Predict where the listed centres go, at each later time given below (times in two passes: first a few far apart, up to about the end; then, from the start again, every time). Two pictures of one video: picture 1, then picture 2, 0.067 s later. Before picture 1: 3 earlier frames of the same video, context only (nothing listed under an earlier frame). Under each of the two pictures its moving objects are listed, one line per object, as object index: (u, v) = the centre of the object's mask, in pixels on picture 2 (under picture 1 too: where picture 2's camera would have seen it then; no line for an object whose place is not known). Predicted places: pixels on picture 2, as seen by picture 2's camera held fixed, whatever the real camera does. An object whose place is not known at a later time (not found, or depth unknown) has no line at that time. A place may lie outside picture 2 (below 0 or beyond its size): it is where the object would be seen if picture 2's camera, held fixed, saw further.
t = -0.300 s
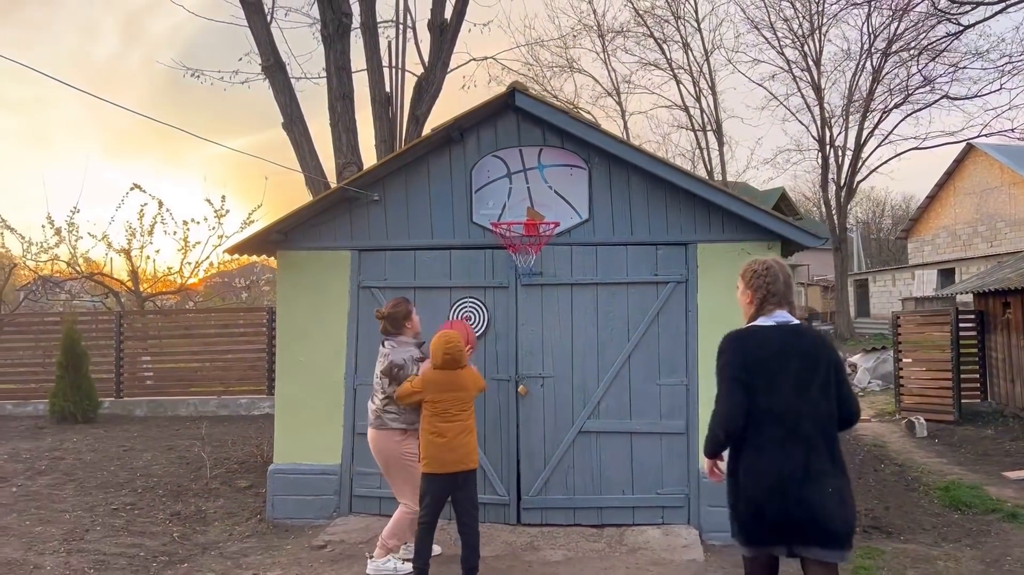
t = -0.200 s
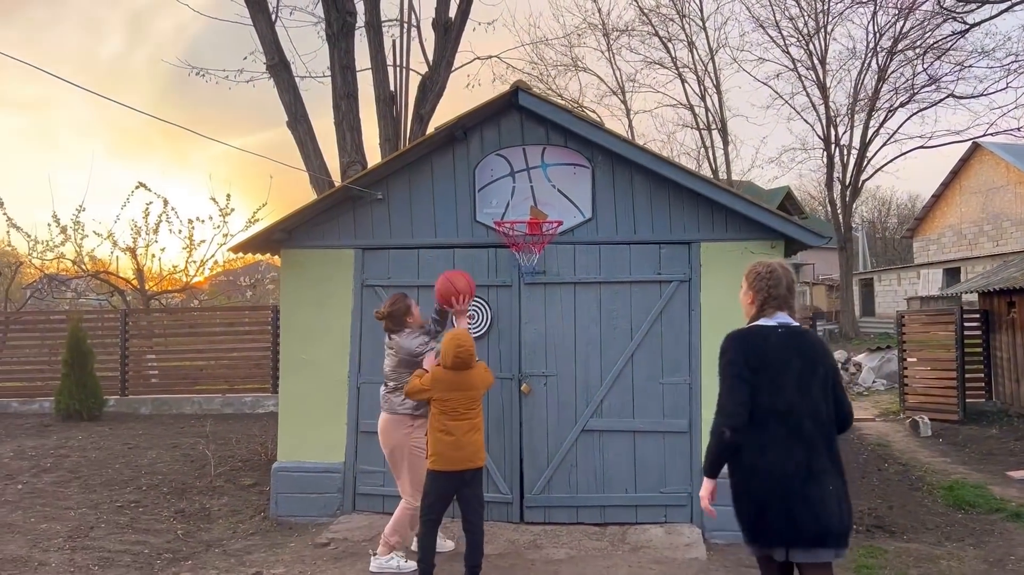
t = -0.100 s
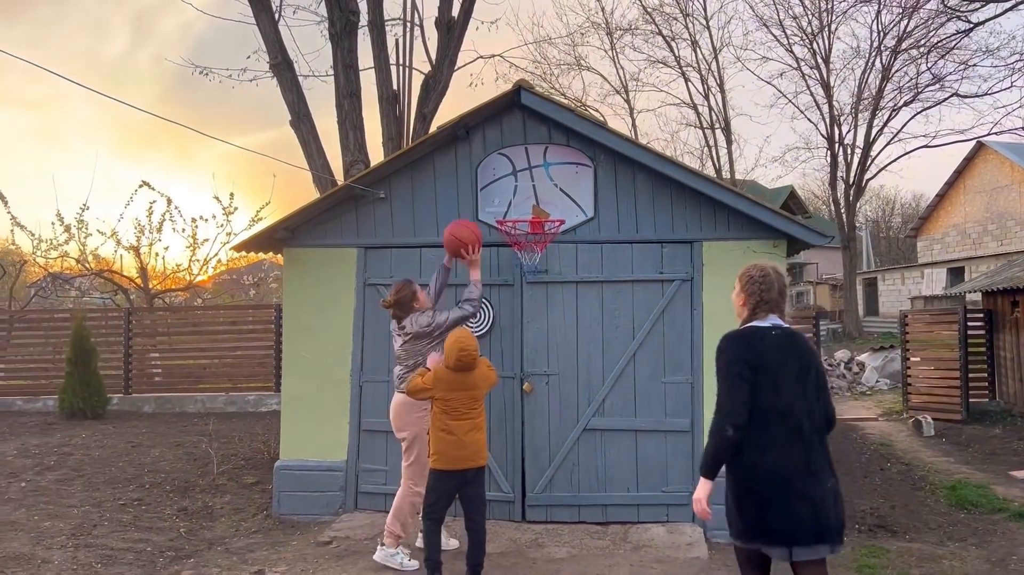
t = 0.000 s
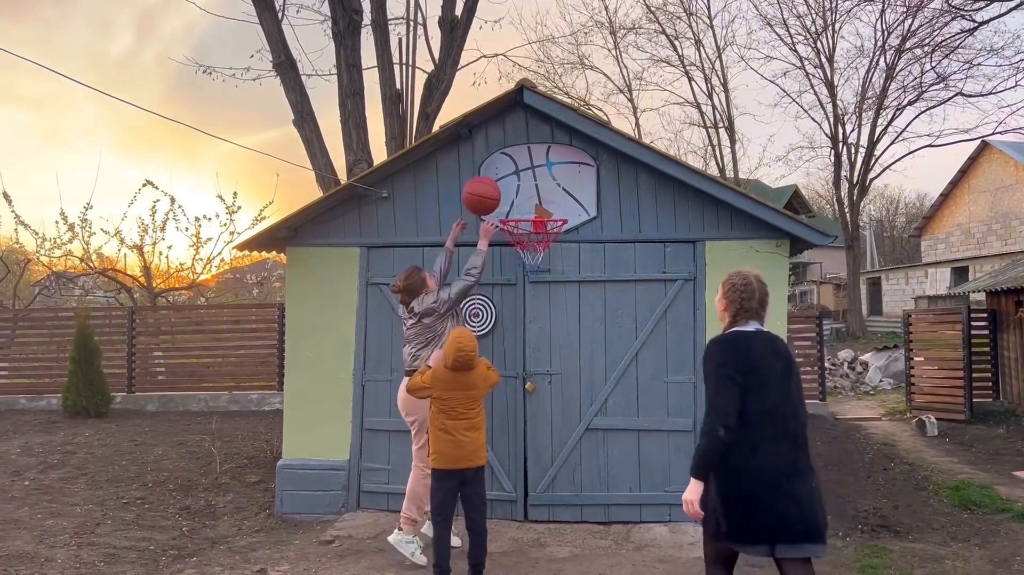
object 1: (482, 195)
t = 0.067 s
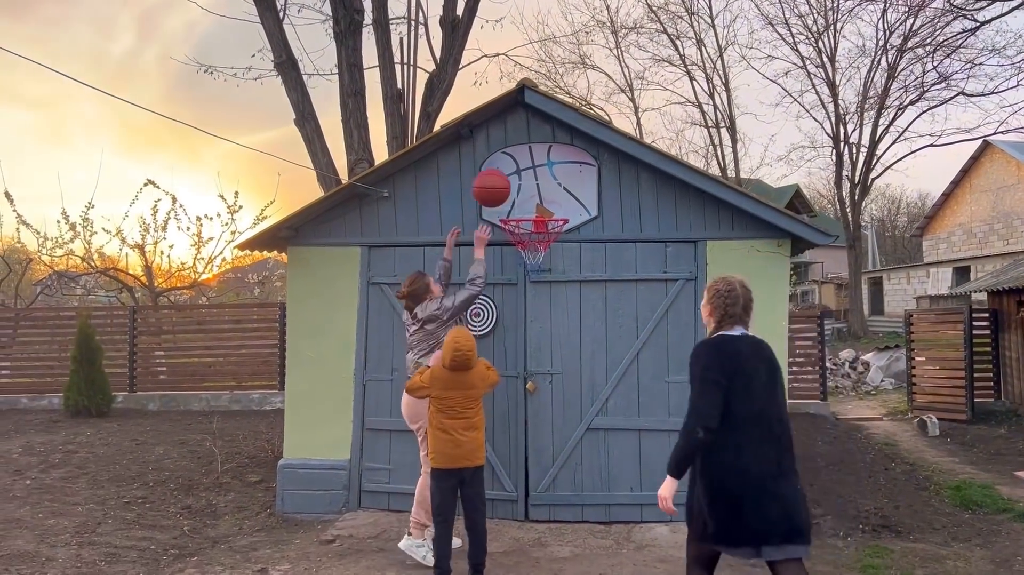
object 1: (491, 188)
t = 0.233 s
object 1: (517, 211)
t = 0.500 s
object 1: (557, 286)
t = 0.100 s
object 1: (496, 188)
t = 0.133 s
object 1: (502, 193)
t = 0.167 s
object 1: (507, 201)
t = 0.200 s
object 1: (511, 204)
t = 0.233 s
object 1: (517, 211)
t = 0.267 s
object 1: (525, 220)
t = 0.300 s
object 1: (530, 230)
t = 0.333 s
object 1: (535, 234)
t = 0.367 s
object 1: (540, 236)
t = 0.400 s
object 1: (547, 240)
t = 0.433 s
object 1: (550, 254)
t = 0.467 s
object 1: (553, 269)
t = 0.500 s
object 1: (557, 286)
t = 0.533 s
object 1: (560, 300)
